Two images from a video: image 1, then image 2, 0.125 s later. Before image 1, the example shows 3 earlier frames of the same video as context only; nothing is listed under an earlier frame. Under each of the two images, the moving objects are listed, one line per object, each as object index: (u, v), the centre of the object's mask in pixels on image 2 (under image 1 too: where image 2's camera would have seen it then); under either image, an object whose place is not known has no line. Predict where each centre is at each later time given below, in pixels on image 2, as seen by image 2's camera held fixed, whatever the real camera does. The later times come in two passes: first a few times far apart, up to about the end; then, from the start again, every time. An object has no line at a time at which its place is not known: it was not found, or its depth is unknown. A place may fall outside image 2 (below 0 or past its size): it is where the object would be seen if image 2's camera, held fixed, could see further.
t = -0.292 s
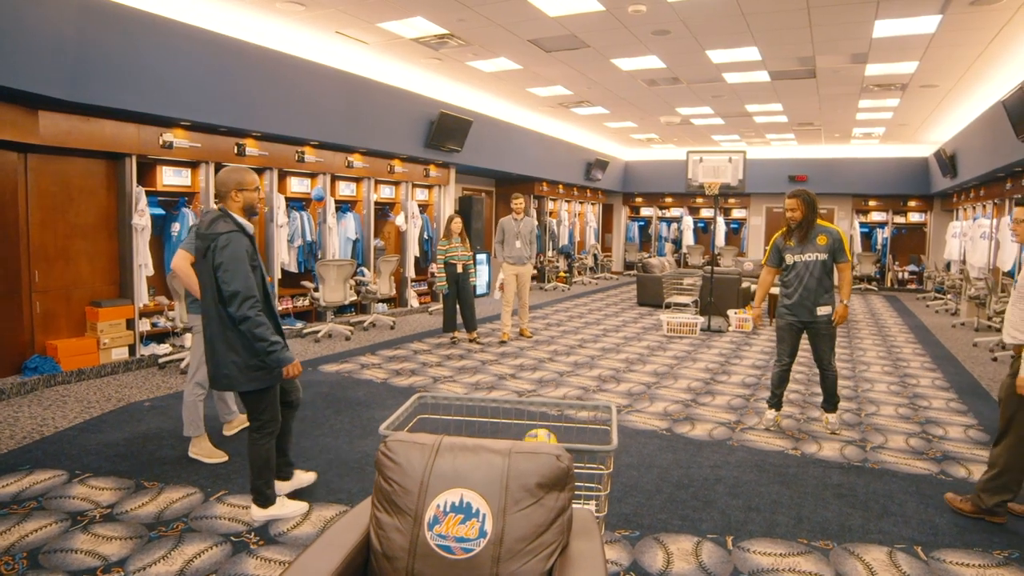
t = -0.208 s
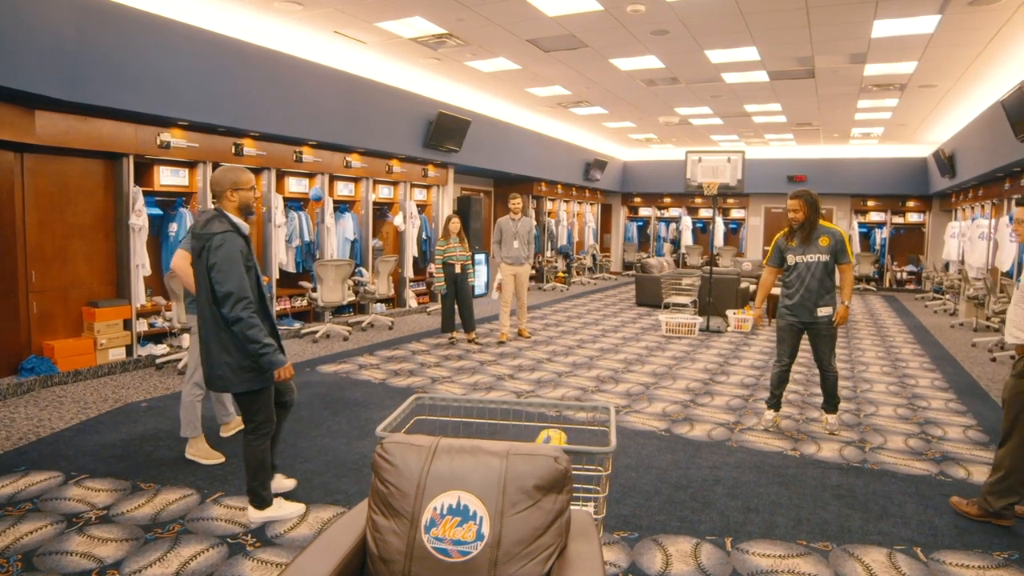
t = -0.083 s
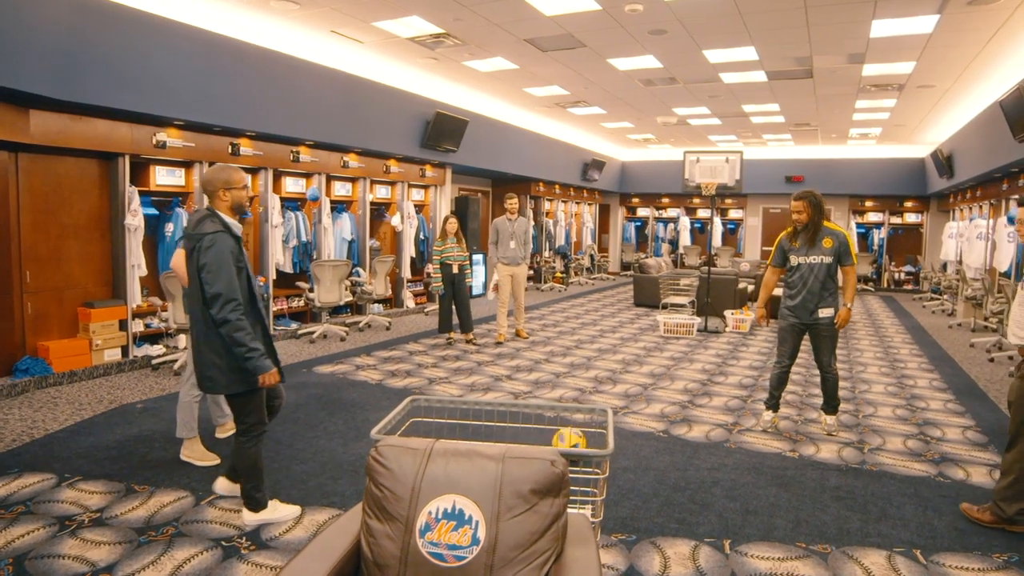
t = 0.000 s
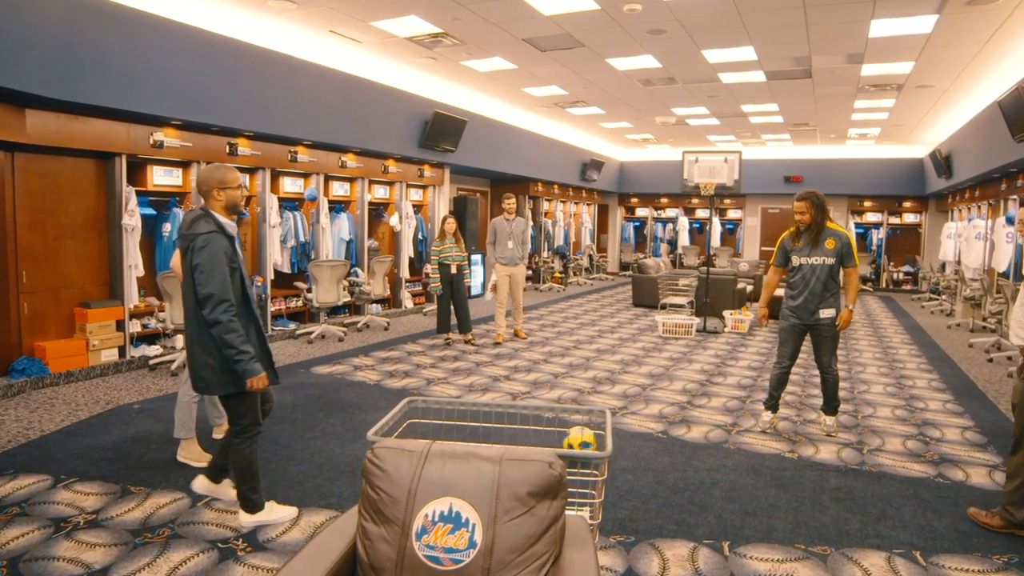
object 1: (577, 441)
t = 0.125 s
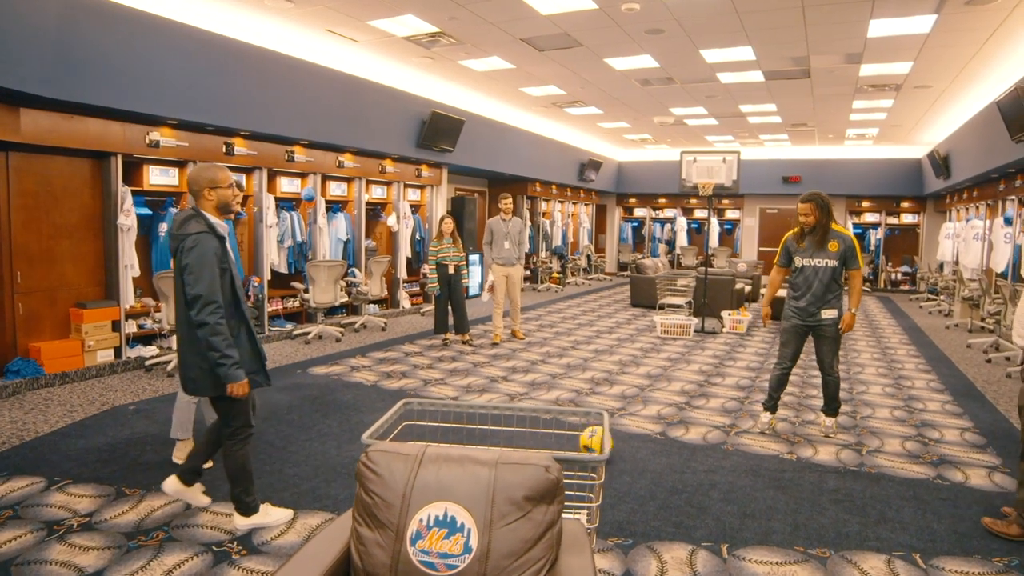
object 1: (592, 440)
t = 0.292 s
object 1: (621, 439)
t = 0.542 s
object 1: (652, 435)
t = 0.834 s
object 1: (688, 430)
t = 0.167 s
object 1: (601, 440)
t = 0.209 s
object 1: (609, 441)
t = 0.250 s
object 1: (618, 440)
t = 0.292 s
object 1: (621, 439)
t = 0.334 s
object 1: (625, 438)
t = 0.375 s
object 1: (630, 438)
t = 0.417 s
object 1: (635, 438)
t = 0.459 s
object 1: (641, 437)
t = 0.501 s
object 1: (647, 435)
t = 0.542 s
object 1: (652, 435)
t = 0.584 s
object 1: (658, 435)
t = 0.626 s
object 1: (663, 433)
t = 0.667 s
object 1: (668, 433)
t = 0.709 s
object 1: (674, 433)
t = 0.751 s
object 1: (678, 431)
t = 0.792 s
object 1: (683, 431)
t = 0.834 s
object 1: (688, 430)
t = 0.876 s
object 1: (693, 430)
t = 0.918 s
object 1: (698, 430)
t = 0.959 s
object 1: (702, 429)
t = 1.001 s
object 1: (708, 428)
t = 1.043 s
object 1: (713, 428)
